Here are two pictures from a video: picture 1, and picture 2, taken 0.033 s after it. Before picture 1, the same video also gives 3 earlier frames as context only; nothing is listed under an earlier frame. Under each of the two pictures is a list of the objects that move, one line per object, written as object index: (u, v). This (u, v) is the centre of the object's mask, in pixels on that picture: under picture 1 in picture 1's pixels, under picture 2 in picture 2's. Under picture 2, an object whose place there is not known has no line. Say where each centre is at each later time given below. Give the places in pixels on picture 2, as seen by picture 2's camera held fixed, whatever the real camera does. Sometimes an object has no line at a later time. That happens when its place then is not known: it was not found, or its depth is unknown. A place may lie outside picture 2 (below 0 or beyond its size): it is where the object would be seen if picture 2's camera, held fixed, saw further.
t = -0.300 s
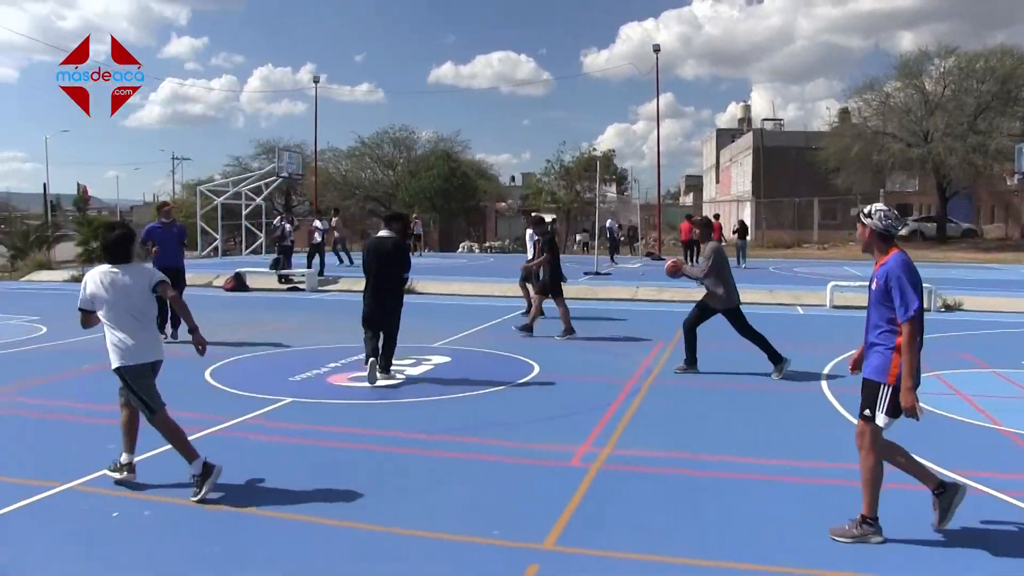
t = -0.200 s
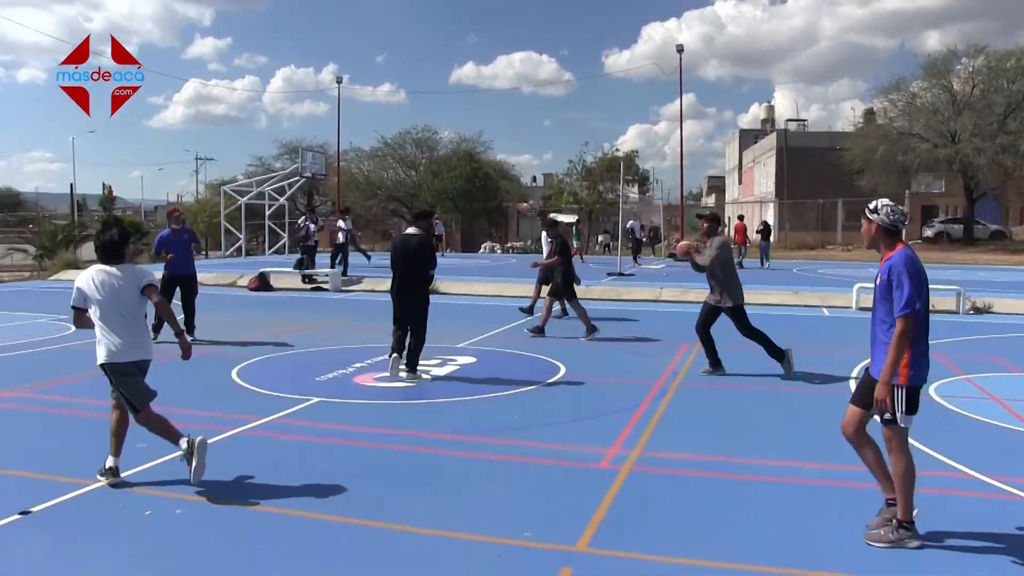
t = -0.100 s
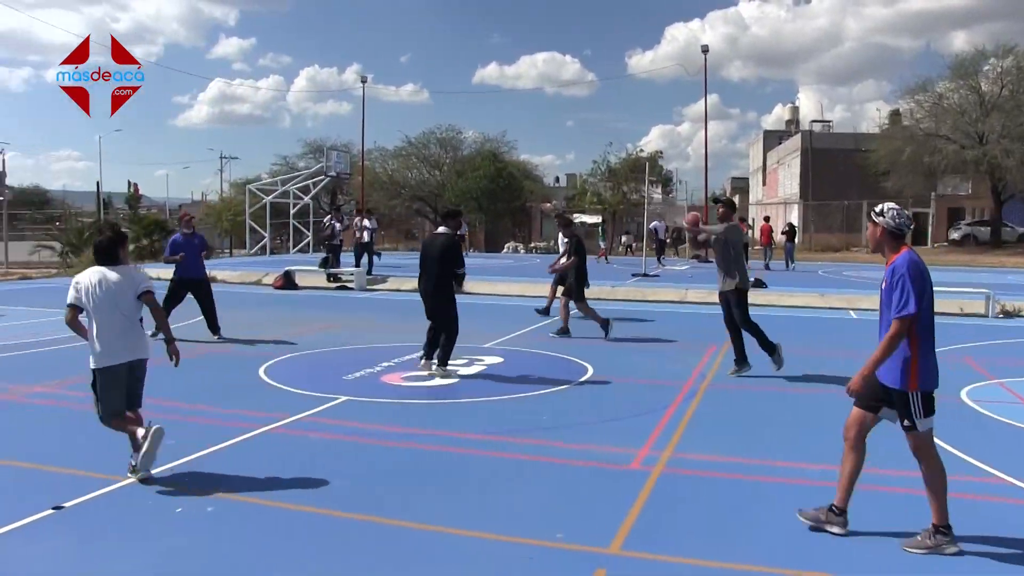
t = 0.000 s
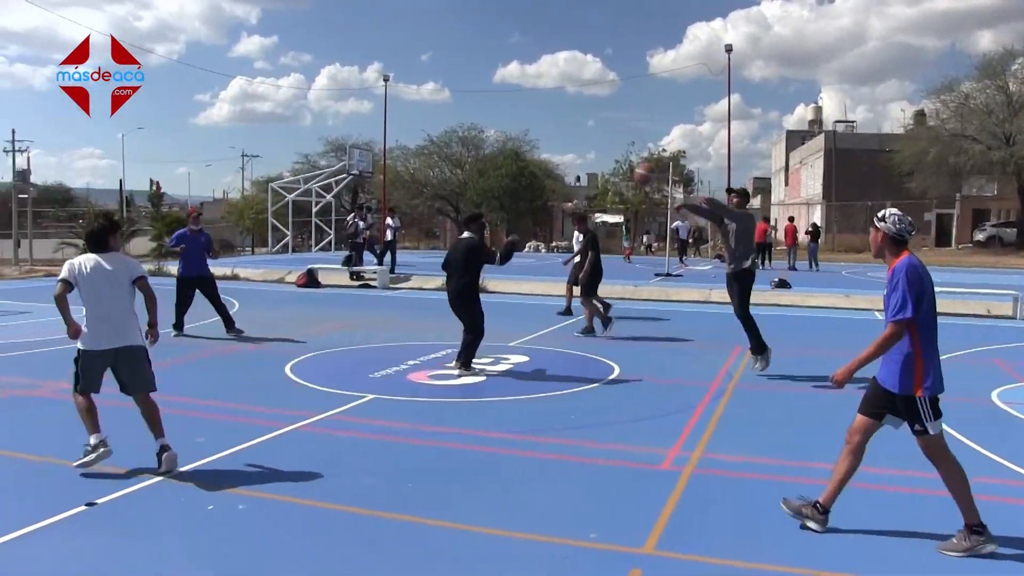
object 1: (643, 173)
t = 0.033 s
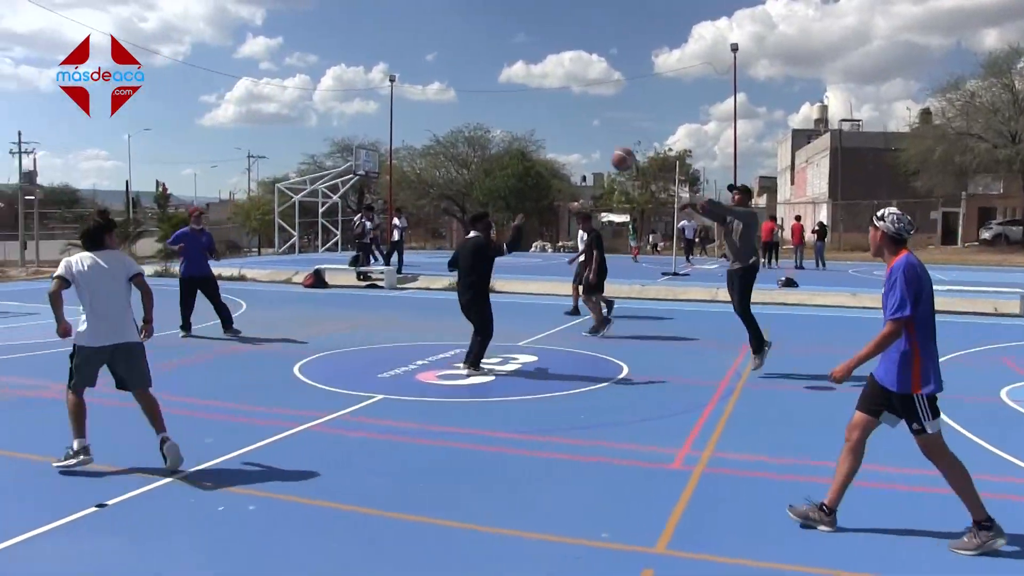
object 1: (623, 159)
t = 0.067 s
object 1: (593, 145)
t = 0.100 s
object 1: (560, 133)
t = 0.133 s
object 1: (527, 121)
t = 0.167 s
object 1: (493, 110)
